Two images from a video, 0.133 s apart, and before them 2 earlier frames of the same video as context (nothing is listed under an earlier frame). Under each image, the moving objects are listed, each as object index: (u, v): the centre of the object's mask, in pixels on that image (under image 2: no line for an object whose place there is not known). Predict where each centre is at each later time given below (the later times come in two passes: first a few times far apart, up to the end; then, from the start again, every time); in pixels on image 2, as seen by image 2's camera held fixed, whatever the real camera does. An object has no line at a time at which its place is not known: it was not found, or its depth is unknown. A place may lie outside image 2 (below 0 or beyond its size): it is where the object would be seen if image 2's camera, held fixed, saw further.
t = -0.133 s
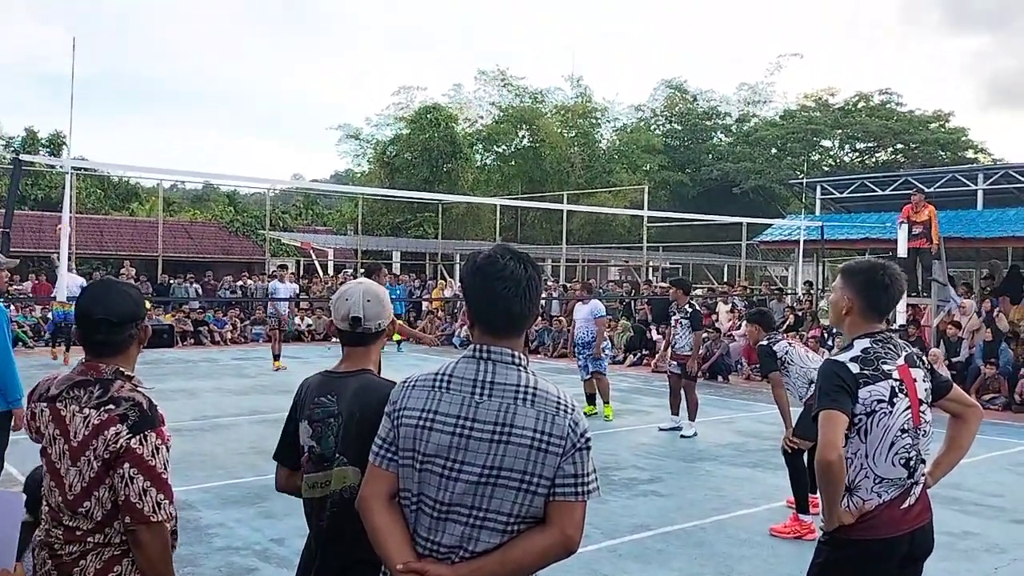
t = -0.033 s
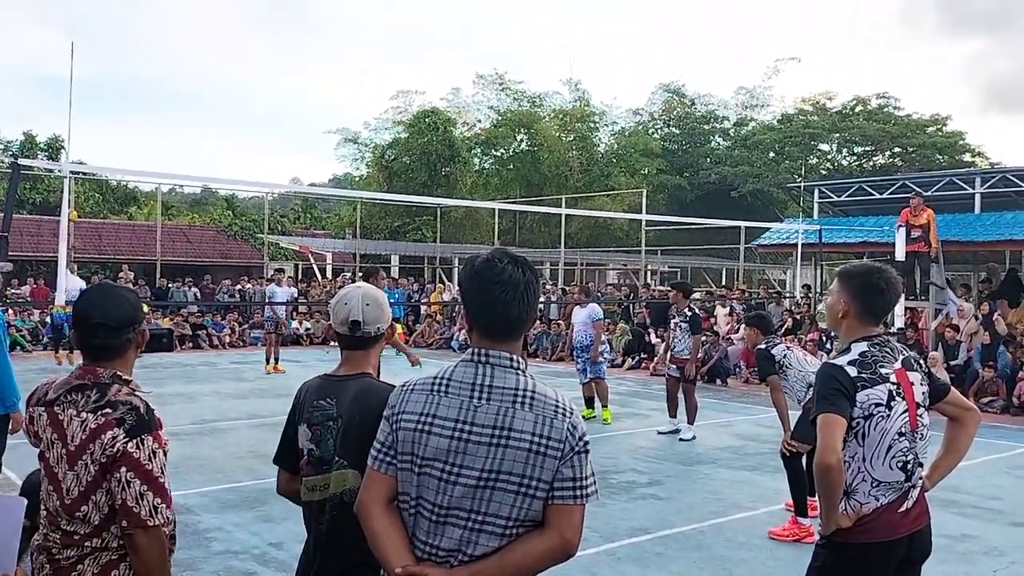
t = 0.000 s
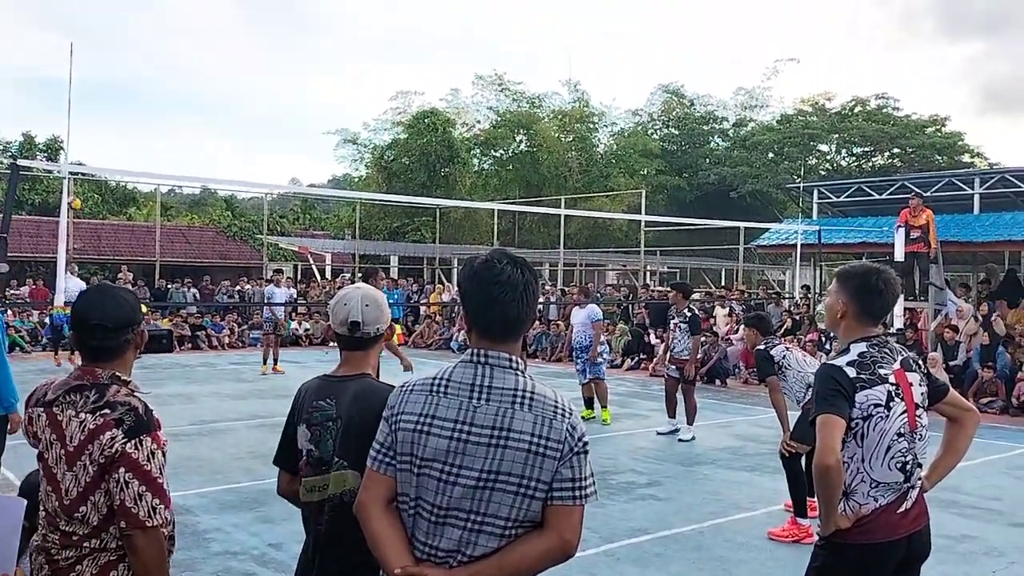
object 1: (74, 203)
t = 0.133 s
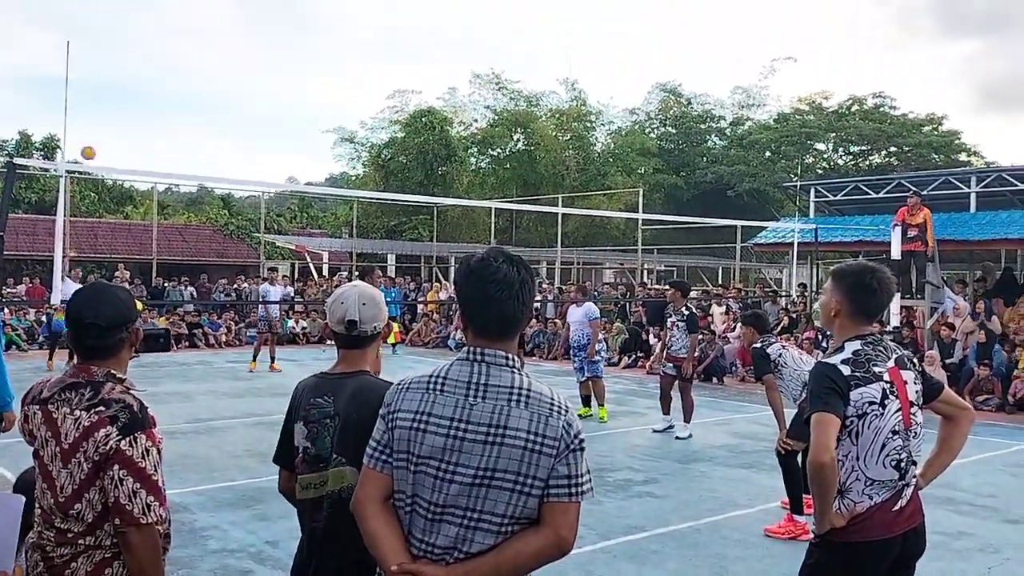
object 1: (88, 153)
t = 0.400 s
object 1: (128, 67)
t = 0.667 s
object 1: (181, 17)
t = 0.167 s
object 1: (92, 141)
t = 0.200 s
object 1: (97, 129)
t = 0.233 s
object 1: (102, 118)
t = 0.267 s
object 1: (107, 106)
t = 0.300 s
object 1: (112, 96)
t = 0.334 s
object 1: (117, 86)
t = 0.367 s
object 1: (123, 76)
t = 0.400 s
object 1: (128, 67)
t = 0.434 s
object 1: (134, 59)
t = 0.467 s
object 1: (139, 51)
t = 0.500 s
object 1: (145, 44)
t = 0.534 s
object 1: (152, 38)
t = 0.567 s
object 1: (159, 32)
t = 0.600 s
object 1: (165, 26)
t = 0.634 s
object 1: (173, 21)
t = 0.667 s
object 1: (181, 17)
